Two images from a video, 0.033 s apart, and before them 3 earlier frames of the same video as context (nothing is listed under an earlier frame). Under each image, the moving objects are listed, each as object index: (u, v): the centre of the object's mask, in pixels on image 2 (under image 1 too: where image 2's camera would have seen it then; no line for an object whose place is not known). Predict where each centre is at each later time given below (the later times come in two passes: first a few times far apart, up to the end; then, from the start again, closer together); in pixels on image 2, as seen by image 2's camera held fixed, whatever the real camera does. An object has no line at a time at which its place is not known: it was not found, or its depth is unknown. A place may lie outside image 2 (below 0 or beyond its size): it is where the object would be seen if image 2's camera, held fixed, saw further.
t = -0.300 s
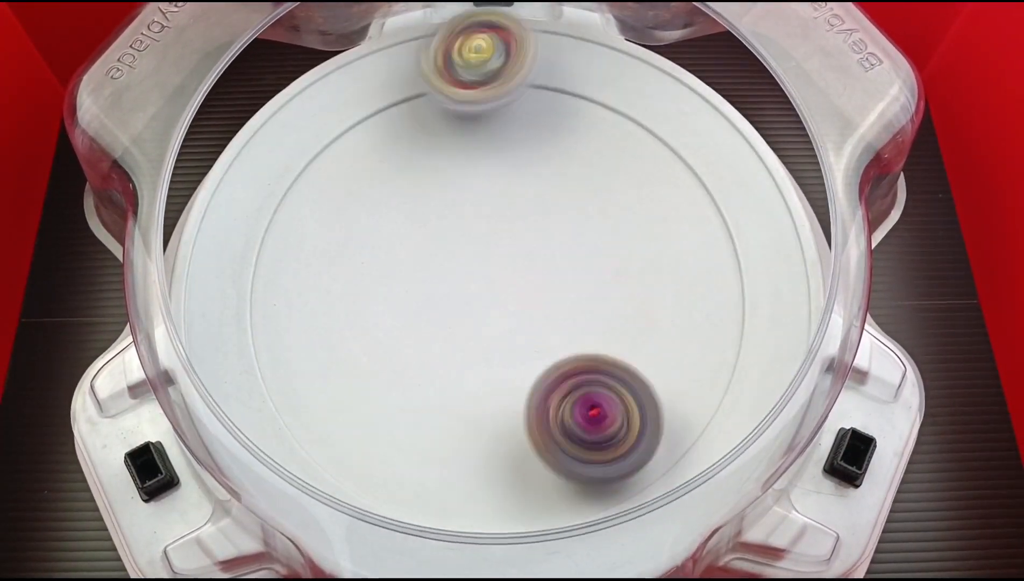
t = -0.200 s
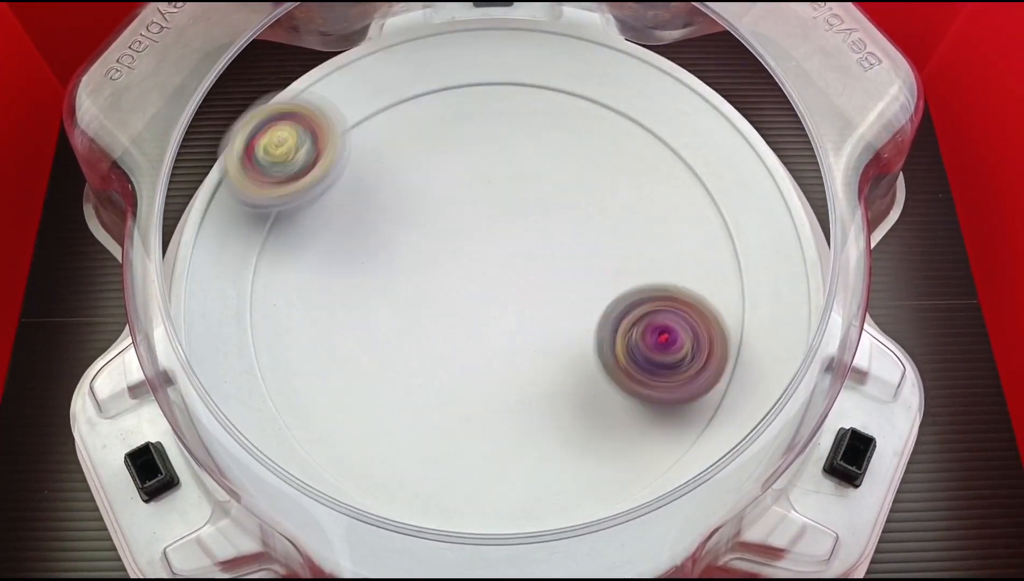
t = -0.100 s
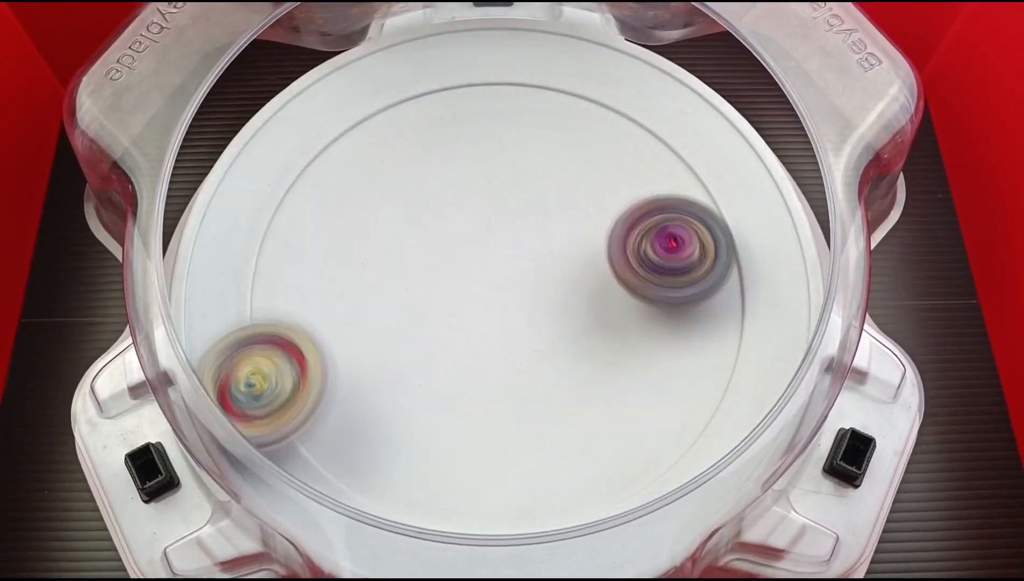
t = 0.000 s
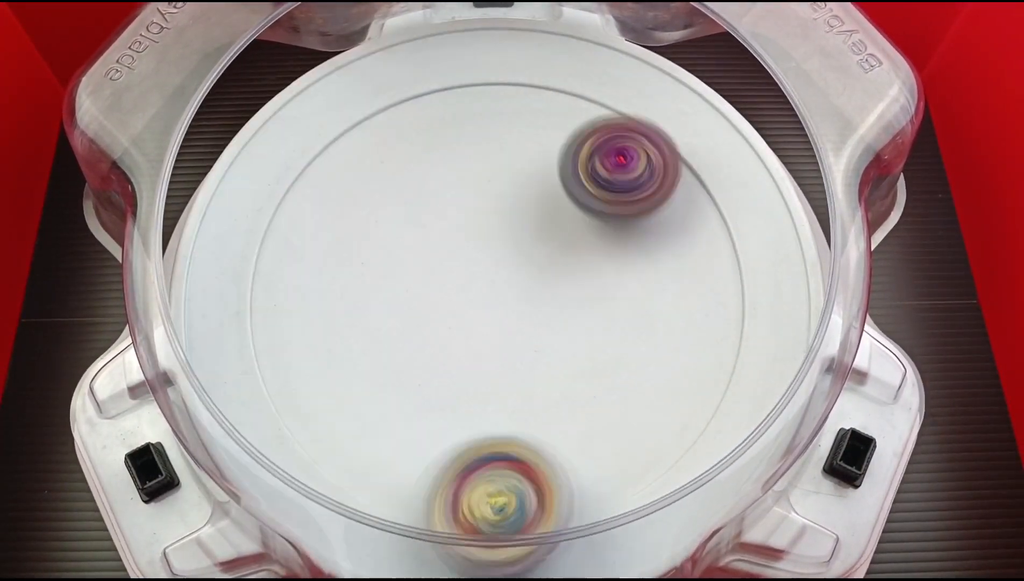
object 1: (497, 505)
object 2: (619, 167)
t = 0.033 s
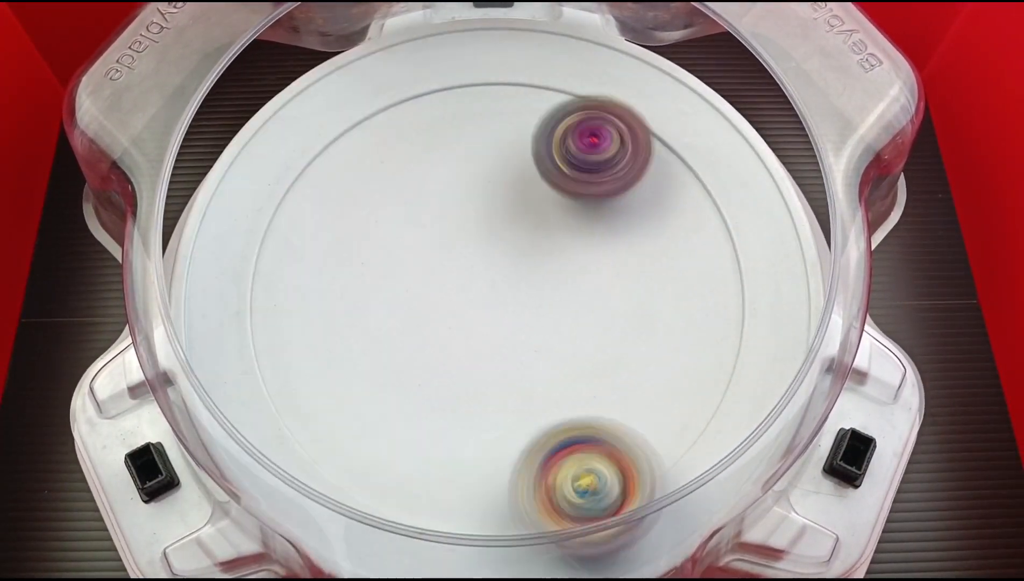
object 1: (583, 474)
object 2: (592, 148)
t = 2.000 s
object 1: (443, 412)
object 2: (699, 169)
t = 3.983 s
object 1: (506, 212)
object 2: (596, 306)
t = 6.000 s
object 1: (552, 210)
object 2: (374, 434)
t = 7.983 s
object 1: (534, 351)
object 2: (456, 253)
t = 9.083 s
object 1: (336, 297)
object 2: (481, 222)
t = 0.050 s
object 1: (620, 458)
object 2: (576, 140)
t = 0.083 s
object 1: (680, 415)
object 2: (544, 128)
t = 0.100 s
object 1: (703, 387)
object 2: (528, 125)
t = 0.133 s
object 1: (727, 320)
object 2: (492, 123)
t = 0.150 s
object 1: (734, 292)
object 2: (474, 122)
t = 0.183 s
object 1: (729, 231)
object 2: (440, 127)
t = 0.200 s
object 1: (721, 203)
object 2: (421, 132)
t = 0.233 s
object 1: (694, 154)
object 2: (391, 145)
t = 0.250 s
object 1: (677, 132)
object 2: (376, 154)
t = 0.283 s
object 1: (633, 96)
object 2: (350, 175)
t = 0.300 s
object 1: (606, 83)
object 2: (341, 185)
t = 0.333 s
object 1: (545, 61)
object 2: (323, 212)
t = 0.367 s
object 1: (484, 55)
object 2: (310, 241)
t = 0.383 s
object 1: (452, 59)
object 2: (308, 257)
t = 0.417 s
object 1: (388, 73)
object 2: (307, 287)
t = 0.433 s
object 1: (357, 86)
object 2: (309, 301)
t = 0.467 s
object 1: (303, 129)
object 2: (317, 331)
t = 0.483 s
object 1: (279, 155)
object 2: (323, 345)
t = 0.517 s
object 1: (244, 216)
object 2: (340, 369)
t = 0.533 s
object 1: (237, 255)
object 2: (351, 381)
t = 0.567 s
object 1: (245, 327)
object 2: (378, 403)
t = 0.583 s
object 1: (260, 366)
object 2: (394, 410)
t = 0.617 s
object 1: (306, 419)
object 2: (433, 426)
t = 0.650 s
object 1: (332, 446)
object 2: (500, 442)
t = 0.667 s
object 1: (338, 474)
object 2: (532, 449)
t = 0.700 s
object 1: (365, 508)
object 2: (596, 450)
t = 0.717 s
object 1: (382, 518)
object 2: (625, 445)
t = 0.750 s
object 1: (412, 533)
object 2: (669, 426)
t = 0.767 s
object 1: (429, 537)
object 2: (682, 412)
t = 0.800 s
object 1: (464, 539)
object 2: (705, 381)
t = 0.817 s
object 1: (482, 537)
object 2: (712, 364)
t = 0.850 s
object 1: (513, 533)
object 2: (721, 328)
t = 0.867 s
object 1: (527, 530)
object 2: (722, 309)
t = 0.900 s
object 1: (551, 523)
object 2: (718, 276)
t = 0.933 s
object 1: (569, 513)
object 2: (707, 246)
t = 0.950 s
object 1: (577, 501)
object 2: (700, 231)
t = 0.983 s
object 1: (586, 478)
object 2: (680, 204)
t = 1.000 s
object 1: (590, 471)
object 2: (667, 193)
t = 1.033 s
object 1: (597, 453)
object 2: (640, 172)
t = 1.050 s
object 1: (597, 439)
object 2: (625, 163)
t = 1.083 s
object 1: (593, 410)
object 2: (593, 150)
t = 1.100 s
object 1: (589, 395)
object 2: (578, 145)
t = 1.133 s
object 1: (576, 364)
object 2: (545, 138)
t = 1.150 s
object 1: (567, 349)
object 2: (528, 136)
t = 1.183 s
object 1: (545, 320)
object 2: (494, 136)
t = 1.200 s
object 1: (532, 306)
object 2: (477, 138)
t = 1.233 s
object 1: (503, 280)
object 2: (445, 145)
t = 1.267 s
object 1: (475, 257)
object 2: (418, 157)
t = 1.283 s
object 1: (462, 248)
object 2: (405, 162)
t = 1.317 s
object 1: (433, 247)
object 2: (372, 152)
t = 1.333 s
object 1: (418, 247)
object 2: (358, 149)
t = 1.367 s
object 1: (393, 247)
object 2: (333, 148)
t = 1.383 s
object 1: (382, 250)
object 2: (323, 151)
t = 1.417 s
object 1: (357, 257)
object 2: (308, 160)
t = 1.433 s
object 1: (345, 262)
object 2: (301, 165)
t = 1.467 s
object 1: (329, 296)
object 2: (302, 168)
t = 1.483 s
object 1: (322, 313)
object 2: (309, 174)
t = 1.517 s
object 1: (311, 344)
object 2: (322, 186)
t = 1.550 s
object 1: (306, 365)
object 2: (339, 201)
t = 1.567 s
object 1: (303, 379)
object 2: (349, 209)
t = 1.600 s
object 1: (300, 406)
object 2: (368, 226)
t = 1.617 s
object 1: (308, 413)
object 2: (380, 236)
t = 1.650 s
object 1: (333, 428)
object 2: (402, 255)
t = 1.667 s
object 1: (347, 433)
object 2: (413, 265)
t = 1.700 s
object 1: (369, 438)
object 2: (436, 284)
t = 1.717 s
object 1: (379, 438)
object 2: (446, 293)
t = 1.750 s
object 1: (403, 439)
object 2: (469, 310)
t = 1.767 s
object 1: (414, 437)
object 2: (479, 317)
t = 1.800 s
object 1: (426, 434)
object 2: (504, 326)
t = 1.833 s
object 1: (417, 445)
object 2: (556, 298)
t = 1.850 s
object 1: (415, 449)
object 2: (577, 285)
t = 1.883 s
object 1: (415, 451)
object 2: (620, 256)
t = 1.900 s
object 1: (419, 449)
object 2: (637, 242)
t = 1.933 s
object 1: (426, 439)
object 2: (668, 214)
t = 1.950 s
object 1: (430, 434)
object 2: (678, 202)
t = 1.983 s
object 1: (438, 422)
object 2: (694, 178)
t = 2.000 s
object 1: (443, 412)
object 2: (699, 169)
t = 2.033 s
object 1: (445, 391)
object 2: (691, 157)
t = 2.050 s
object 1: (447, 381)
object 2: (683, 157)
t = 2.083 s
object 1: (447, 358)
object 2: (662, 154)
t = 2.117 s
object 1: (443, 335)
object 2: (640, 154)
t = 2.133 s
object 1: (441, 324)
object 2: (628, 155)
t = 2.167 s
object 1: (435, 303)
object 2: (603, 158)
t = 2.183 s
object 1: (432, 291)
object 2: (591, 159)
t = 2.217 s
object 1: (420, 269)
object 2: (566, 164)
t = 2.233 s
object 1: (416, 259)
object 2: (553, 166)
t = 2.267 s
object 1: (406, 239)
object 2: (528, 173)
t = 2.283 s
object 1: (398, 230)
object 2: (516, 177)
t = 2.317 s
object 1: (377, 220)
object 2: (502, 182)
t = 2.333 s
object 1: (361, 219)
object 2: (503, 183)
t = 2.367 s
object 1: (328, 213)
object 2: (504, 187)
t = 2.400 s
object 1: (301, 214)
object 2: (502, 192)
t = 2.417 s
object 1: (288, 217)
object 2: (501, 194)
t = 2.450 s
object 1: (267, 221)
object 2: (499, 201)
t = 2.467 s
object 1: (261, 227)
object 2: (497, 204)
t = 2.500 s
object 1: (269, 247)
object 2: (494, 211)
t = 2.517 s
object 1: (274, 253)
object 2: (492, 215)
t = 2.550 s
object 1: (288, 273)
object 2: (489, 222)
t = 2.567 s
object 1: (296, 285)
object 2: (488, 225)
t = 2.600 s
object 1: (312, 298)
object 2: (485, 232)
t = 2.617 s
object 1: (320, 306)
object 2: (485, 235)
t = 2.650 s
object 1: (341, 316)
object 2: (483, 242)
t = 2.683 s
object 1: (358, 321)
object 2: (483, 248)
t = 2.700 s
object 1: (370, 325)
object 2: (483, 251)
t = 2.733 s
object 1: (384, 324)
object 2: (488, 253)
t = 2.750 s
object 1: (385, 325)
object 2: (497, 251)
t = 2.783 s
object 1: (388, 329)
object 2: (512, 247)
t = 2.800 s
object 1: (392, 324)
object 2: (518, 245)
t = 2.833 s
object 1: (395, 318)
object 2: (530, 241)
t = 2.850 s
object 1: (399, 314)
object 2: (535, 239)
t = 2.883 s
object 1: (405, 302)
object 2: (543, 233)
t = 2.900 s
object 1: (408, 297)
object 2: (546, 231)
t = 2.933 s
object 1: (417, 286)
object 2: (551, 226)
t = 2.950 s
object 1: (419, 280)
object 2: (553, 224)
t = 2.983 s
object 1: (426, 272)
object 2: (554, 220)
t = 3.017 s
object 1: (432, 260)
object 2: (555, 216)
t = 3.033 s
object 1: (433, 258)
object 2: (554, 214)
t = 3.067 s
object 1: (435, 250)
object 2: (554, 211)
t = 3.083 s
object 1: (430, 245)
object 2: (556, 209)
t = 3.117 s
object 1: (425, 238)
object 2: (559, 206)
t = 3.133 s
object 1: (423, 232)
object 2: (559, 204)
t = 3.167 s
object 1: (418, 224)
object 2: (558, 202)
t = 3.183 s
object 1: (418, 219)
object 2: (557, 201)
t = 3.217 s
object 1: (416, 212)
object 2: (554, 200)
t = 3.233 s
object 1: (416, 208)
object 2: (552, 200)
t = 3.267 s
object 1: (416, 200)
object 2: (548, 201)
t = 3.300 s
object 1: (417, 197)
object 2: (545, 203)
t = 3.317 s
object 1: (415, 193)
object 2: (546, 204)
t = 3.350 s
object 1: (412, 192)
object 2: (546, 208)
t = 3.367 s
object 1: (412, 189)
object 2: (545, 210)
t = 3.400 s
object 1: (410, 187)
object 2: (544, 215)
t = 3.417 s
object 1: (411, 186)
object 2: (542, 217)
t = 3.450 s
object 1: (410, 184)
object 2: (540, 221)
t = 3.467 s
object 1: (411, 186)
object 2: (539, 224)
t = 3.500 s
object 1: (412, 184)
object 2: (537, 229)
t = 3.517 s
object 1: (412, 186)
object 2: (536, 231)
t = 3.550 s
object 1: (413, 185)
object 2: (537, 238)
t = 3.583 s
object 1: (414, 187)
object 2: (539, 245)
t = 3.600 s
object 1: (416, 188)
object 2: (540, 248)
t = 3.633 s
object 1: (418, 190)
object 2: (542, 255)
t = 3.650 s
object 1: (420, 193)
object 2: (543, 258)
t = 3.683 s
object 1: (425, 196)
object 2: (545, 264)
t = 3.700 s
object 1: (429, 198)
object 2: (546, 266)
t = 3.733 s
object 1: (436, 201)
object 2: (548, 272)
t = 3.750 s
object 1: (439, 204)
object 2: (551, 276)
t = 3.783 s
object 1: (446, 204)
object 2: (560, 284)
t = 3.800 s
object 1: (448, 206)
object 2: (564, 288)
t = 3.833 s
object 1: (459, 206)
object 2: (571, 294)
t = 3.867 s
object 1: (467, 209)
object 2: (578, 299)
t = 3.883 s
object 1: (474, 210)
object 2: (581, 301)
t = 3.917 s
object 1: (485, 210)
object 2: (587, 304)
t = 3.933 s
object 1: (489, 215)
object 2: (589, 305)
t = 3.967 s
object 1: (501, 213)
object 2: (594, 306)
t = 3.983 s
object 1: (506, 212)
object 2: (596, 306)
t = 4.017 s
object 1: (516, 206)
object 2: (599, 307)
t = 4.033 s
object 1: (520, 208)
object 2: (600, 307)
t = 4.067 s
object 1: (530, 199)
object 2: (601, 306)
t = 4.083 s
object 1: (533, 201)
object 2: (601, 307)
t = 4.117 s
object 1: (538, 192)
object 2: (601, 307)
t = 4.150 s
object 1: (542, 189)
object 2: (600, 306)
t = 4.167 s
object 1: (543, 185)
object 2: (599, 306)
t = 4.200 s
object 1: (543, 181)
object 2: (595, 306)
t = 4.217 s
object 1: (544, 178)
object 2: (593, 305)
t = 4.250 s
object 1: (541, 177)
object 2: (589, 304)
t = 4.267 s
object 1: (541, 173)
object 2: (587, 303)
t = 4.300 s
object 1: (536, 174)
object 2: (581, 302)
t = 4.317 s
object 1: (535, 172)
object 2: (577, 301)
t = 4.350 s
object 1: (529, 173)
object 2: (571, 300)
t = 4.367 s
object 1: (527, 174)
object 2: (568, 299)
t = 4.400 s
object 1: (521, 179)
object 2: (561, 299)
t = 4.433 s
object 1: (517, 181)
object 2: (555, 300)
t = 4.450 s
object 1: (514, 185)
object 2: (553, 305)
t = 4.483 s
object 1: (510, 185)
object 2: (549, 315)
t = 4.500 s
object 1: (506, 191)
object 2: (547, 319)
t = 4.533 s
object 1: (502, 195)
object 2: (542, 328)
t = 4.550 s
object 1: (498, 203)
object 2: (541, 332)
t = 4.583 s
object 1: (496, 210)
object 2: (538, 339)
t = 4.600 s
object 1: (494, 218)
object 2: (537, 343)
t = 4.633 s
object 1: (494, 229)
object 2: (534, 349)
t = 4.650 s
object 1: (493, 234)
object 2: (532, 355)
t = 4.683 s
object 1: (496, 242)
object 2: (532, 366)
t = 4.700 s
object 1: (495, 246)
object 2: (532, 371)
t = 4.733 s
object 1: (501, 256)
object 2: (532, 380)
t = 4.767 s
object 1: (504, 265)
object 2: (532, 388)
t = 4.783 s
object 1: (510, 267)
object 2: (533, 392)
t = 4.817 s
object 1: (515, 273)
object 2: (535, 401)
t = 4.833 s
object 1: (521, 275)
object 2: (537, 405)
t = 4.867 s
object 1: (526, 278)
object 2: (540, 410)
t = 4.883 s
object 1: (533, 279)
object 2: (541, 411)
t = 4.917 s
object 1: (539, 282)
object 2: (544, 412)
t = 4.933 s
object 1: (544, 282)
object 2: (545, 411)
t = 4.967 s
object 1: (549, 283)
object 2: (548, 408)
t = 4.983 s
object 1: (555, 280)
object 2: (549, 405)
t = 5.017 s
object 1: (559, 278)
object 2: (549, 401)
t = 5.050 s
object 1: (564, 272)
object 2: (548, 398)
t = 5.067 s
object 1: (567, 271)
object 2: (546, 395)
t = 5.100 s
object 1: (568, 264)
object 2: (544, 389)
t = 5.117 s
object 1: (571, 262)
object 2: (543, 385)
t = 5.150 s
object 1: (566, 255)
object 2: (539, 378)
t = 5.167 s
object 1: (569, 253)
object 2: (537, 374)
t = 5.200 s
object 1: (562, 246)
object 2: (531, 366)
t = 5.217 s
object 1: (561, 240)
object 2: (528, 363)
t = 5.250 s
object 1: (556, 235)
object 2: (517, 363)
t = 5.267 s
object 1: (553, 226)
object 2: (511, 362)
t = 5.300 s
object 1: (544, 226)
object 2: (500, 362)
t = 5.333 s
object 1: (530, 218)
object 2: (490, 361)
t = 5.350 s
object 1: (526, 216)
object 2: (485, 361)
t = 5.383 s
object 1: (512, 219)
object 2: (476, 359)
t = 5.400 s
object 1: (507, 218)
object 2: (471, 358)
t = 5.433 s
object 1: (494, 228)
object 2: (462, 356)
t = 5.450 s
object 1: (487, 229)
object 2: (458, 355)
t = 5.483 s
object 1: (479, 237)
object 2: (448, 358)
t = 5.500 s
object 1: (474, 235)
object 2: (441, 362)
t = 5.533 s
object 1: (471, 238)
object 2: (430, 373)
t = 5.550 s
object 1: (466, 242)
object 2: (425, 377)
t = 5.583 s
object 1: (462, 242)
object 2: (417, 384)
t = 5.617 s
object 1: (460, 250)
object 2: (411, 390)
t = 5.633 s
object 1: (457, 255)
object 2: (408, 394)
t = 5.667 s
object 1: (456, 259)
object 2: (405, 398)
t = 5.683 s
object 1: (456, 265)
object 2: (404, 400)
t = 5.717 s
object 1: (459, 274)
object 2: (405, 400)
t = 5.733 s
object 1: (460, 279)
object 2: (406, 400)
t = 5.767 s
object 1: (466, 287)
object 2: (409, 399)
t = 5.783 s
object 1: (472, 290)
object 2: (409, 400)
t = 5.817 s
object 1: (494, 277)
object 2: (395, 416)
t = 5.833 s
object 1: (505, 270)
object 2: (388, 422)
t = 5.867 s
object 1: (525, 259)
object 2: (379, 430)
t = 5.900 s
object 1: (536, 247)
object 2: (373, 435)
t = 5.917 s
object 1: (540, 238)
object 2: (372, 436)
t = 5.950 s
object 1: (549, 226)
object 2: (371, 437)
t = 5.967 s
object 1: (550, 221)
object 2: (372, 437)
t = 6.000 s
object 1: (552, 210)
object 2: (374, 434)
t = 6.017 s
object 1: (553, 205)
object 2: (377, 432)
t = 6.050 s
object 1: (552, 192)
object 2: (382, 424)
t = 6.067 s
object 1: (553, 188)
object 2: (385, 419)
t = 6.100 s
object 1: (548, 179)
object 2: (393, 407)
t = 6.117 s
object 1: (544, 174)
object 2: (398, 401)
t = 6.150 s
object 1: (535, 164)
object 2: (407, 387)
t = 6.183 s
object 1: (526, 158)
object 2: (417, 371)
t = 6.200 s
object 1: (519, 156)
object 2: (422, 363)
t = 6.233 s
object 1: (504, 154)
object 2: (432, 346)
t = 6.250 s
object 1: (497, 157)
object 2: (436, 336)
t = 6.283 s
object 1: (483, 160)
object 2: (444, 320)
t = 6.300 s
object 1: (478, 165)
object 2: (448, 311)
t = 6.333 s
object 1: (465, 180)
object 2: (455, 297)
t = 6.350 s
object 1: (461, 187)
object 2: (458, 292)
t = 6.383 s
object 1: (465, 188)
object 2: (451, 293)
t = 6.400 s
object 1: (470, 188)
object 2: (445, 294)
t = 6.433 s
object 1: (479, 190)
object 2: (435, 296)
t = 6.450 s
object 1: (486, 189)
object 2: (429, 298)
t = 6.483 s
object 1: (498, 193)
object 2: (417, 300)
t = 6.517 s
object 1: (504, 195)
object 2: (408, 301)
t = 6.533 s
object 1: (504, 195)
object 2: (404, 302)
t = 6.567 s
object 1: (510, 196)
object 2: (398, 301)
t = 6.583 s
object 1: (514, 197)
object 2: (395, 300)
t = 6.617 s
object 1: (519, 196)
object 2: (392, 298)
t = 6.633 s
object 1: (521, 195)
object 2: (390, 297)
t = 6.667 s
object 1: (527, 195)
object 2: (390, 295)
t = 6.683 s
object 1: (531, 197)
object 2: (390, 294)
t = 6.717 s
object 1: (536, 196)
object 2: (392, 293)
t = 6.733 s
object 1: (540, 194)
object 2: (394, 293)
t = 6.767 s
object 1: (547, 195)
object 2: (398, 293)
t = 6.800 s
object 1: (553, 196)
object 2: (403, 293)
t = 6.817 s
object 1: (554, 198)
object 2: (407, 294)
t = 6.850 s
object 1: (560, 199)
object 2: (415, 295)
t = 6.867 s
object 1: (565, 199)
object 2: (418, 295)
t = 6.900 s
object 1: (571, 200)
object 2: (428, 297)
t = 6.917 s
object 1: (571, 202)
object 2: (432, 298)
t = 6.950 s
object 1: (576, 203)
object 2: (442, 301)
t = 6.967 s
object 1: (580, 204)
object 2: (447, 303)
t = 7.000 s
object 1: (585, 206)
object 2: (456, 307)
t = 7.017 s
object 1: (585, 207)
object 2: (461, 309)
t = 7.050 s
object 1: (590, 209)
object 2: (470, 312)
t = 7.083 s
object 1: (594, 212)
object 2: (478, 314)
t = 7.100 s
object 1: (597, 213)
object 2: (481, 315)
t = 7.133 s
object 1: (600, 217)
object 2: (488, 316)
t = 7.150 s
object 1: (600, 215)
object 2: (491, 317)
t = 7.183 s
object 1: (602, 219)
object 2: (495, 318)
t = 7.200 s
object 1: (604, 225)
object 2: (497, 318)
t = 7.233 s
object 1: (604, 231)
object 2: (499, 317)
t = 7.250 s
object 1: (603, 232)
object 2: (499, 316)
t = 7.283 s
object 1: (603, 238)
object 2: (499, 312)
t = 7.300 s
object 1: (603, 244)
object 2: (499, 310)
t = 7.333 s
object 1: (605, 251)
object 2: (491, 307)
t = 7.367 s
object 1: (613, 255)
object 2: (476, 305)
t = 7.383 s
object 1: (616, 255)
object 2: (468, 303)
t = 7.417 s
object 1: (623, 257)
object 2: (455, 298)
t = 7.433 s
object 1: (626, 260)
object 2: (448, 295)
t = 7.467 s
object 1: (631, 261)
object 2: (435, 287)
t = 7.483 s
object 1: (632, 260)
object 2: (430, 282)
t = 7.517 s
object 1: (634, 262)
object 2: (418, 274)
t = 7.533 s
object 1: (635, 264)
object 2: (412, 271)
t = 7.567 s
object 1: (635, 266)
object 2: (404, 266)
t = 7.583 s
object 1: (633, 266)
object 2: (400, 264)
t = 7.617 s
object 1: (629, 269)
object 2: (395, 260)
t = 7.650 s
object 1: (622, 273)
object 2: (392, 256)
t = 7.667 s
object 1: (621, 275)
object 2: (390, 255)
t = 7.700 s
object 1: (613, 279)
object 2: (389, 253)
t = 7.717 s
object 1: (607, 281)
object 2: (390, 253)
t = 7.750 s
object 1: (597, 288)
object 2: (393, 252)
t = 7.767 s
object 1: (594, 291)
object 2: (394, 251)
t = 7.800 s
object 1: (584, 298)
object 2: (400, 251)
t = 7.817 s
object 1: (577, 304)
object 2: (403, 251)
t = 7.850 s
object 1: (568, 313)
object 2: (410, 250)
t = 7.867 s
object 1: (565, 316)
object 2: (415, 251)
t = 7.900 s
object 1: (556, 326)
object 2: (426, 251)
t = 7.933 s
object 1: (547, 335)
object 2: (438, 252)
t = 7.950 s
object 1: (542, 342)
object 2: (444, 252)
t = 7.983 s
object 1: (534, 351)
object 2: (456, 253)
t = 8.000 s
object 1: (531, 354)
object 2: (462, 254)
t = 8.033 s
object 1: (527, 366)
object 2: (474, 255)
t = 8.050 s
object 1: (525, 372)
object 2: (479, 255)
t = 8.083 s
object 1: (521, 380)
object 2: (490, 256)
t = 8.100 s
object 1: (518, 384)
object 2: (495, 257)
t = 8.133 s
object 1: (515, 390)
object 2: (503, 258)
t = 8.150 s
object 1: (516, 394)
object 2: (506, 259)
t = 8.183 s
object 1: (513, 396)
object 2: (513, 261)
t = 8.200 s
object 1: (510, 400)
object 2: (517, 262)
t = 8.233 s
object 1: (507, 403)
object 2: (521, 263)
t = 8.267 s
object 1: (504, 406)
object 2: (523, 264)
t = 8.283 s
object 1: (504, 405)
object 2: (524, 265)
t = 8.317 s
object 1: (503, 405)
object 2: (525, 265)
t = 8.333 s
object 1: (502, 405)
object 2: (525, 265)
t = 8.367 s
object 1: (501, 404)
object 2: (523, 264)
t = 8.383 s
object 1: (499, 399)
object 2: (521, 264)
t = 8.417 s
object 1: (497, 392)
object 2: (517, 263)
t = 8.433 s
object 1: (497, 389)
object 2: (515, 262)
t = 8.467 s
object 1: (493, 381)
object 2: (509, 258)
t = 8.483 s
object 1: (488, 379)
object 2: (505, 257)
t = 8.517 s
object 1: (481, 369)
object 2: (497, 254)
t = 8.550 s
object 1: (470, 365)
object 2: (495, 242)
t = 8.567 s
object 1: (462, 362)
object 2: (494, 234)
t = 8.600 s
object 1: (451, 356)
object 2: (490, 220)
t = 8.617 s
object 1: (447, 352)
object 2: (489, 215)
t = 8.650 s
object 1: (432, 346)
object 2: (485, 207)
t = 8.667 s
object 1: (426, 346)
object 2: (483, 204)
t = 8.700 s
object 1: (418, 341)
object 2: (477, 202)
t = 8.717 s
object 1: (412, 337)
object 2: (474, 202)
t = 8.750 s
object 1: (403, 332)
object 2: (469, 203)
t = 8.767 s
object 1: (399, 327)
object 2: (467, 202)
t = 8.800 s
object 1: (388, 323)
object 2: (461, 204)
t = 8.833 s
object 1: (382, 319)
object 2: (458, 207)
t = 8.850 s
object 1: (381, 316)
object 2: (456, 207)
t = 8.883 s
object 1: (374, 309)
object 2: (452, 210)
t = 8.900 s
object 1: (370, 308)
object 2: (451, 212)
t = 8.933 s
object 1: (365, 304)
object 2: (449, 215)
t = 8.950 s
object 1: (362, 301)
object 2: (449, 217)
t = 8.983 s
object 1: (351, 299)
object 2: (455, 215)
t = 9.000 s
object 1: (347, 297)
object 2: (460, 215)
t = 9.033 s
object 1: (339, 297)
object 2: (469, 218)
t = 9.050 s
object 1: (337, 298)
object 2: (472, 218)
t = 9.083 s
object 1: (336, 297)
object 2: (481, 222)
